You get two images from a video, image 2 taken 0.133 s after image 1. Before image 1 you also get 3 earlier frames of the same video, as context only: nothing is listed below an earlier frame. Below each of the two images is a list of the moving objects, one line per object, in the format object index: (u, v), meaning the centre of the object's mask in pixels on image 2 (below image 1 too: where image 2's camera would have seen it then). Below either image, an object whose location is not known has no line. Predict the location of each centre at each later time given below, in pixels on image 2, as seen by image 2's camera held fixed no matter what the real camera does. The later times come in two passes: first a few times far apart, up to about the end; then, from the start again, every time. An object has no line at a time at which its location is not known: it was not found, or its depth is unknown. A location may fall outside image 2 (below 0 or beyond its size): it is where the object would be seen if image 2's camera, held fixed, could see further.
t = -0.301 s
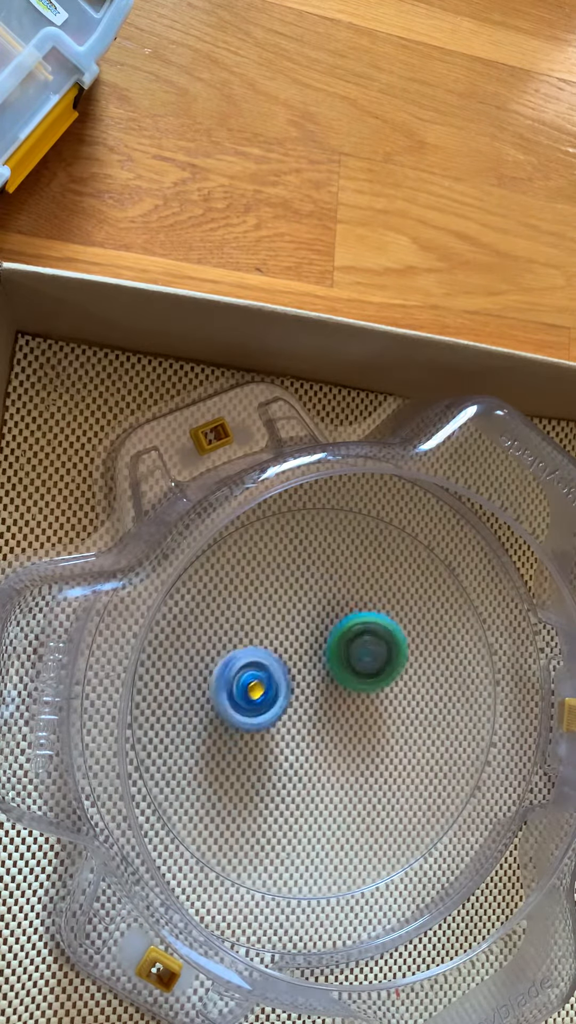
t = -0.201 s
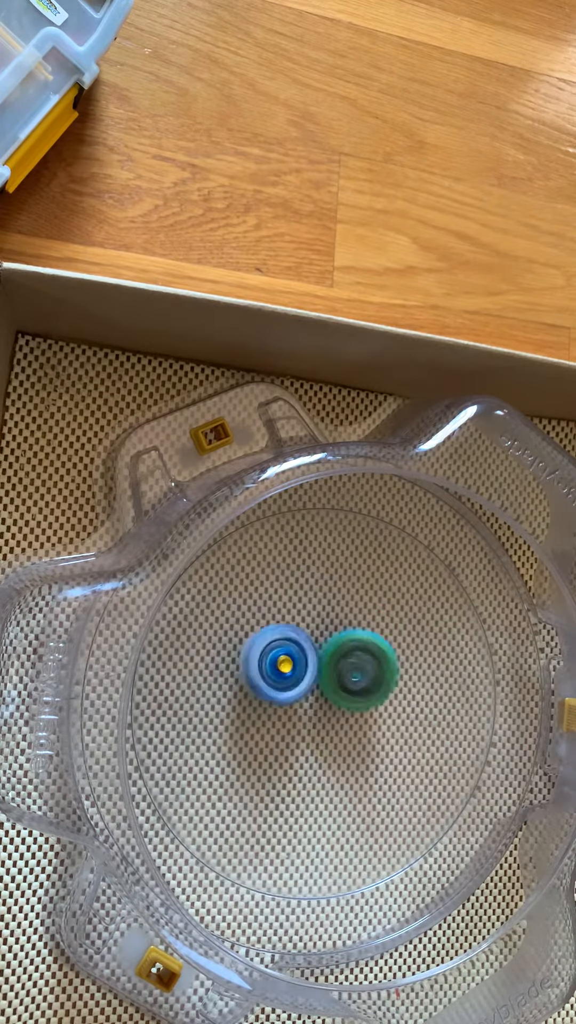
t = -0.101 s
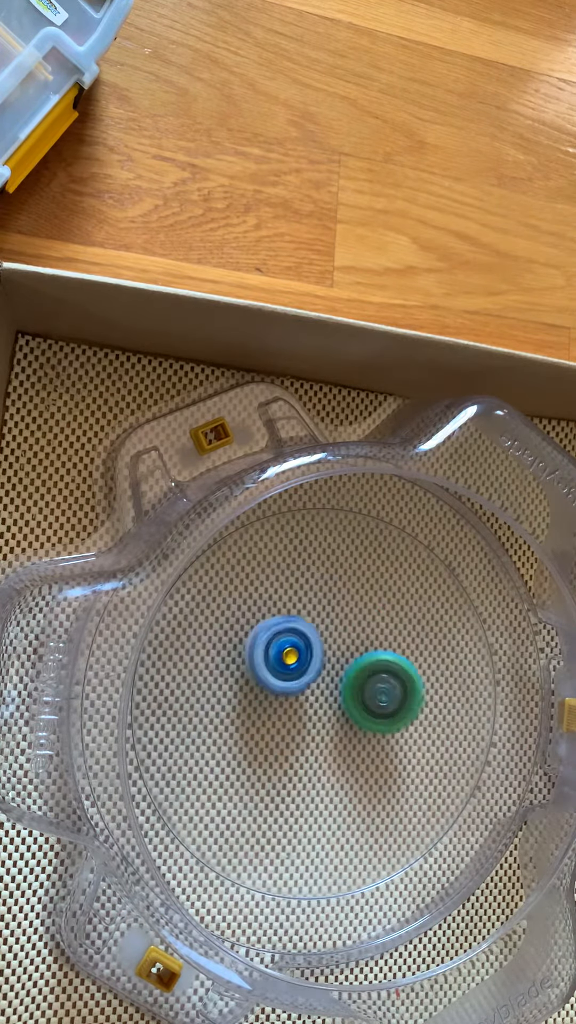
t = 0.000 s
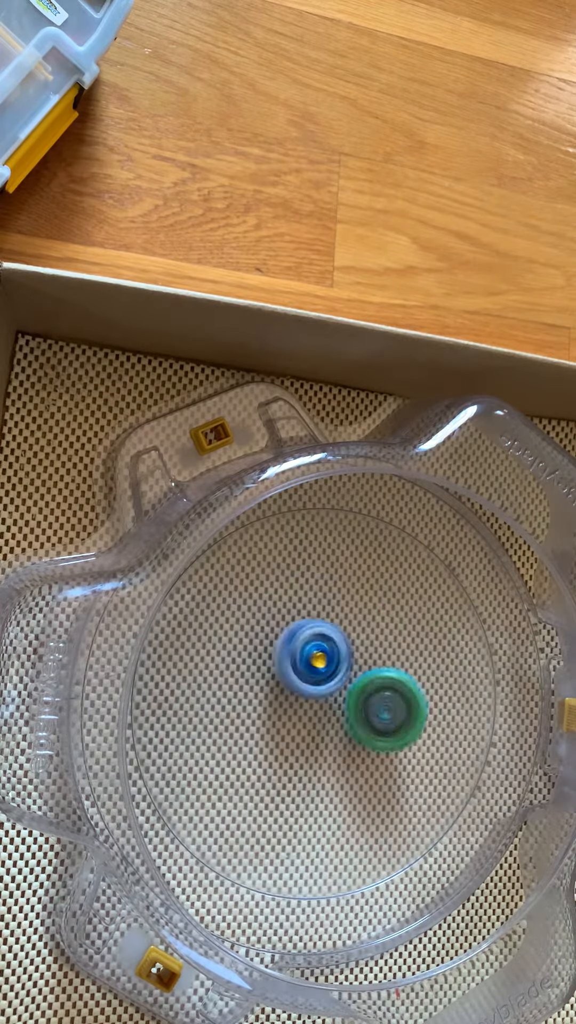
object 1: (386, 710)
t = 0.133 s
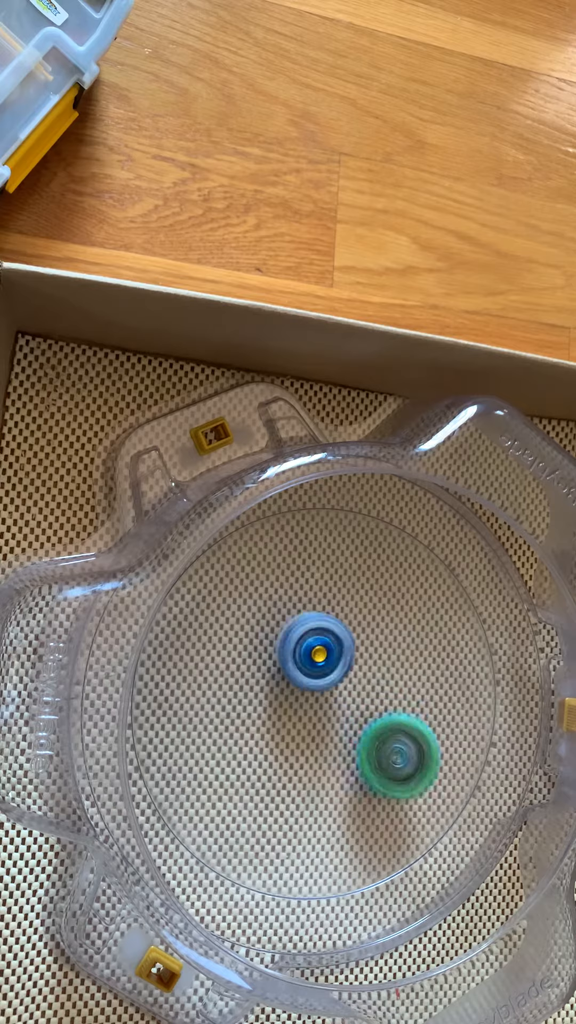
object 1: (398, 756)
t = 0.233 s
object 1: (395, 778)
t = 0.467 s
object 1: (337, 754)
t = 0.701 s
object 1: (245, 801)
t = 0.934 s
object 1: (236, 776)
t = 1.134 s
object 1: (230, 725)
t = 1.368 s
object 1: (264, 673)
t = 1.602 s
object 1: (335, 606)
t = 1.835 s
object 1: (373, 589)
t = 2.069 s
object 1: (364, 639)
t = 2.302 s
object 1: (356, 711)
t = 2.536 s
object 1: (382, 755)
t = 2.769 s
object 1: (390, 769)
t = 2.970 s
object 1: (361, 738)
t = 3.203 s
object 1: (367, 715)
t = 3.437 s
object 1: (320, 688)
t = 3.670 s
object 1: (327, 712)
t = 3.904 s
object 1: (309, 761)
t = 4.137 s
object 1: (317, 733)
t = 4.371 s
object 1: (293, 718)
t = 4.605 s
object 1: (257, 656)
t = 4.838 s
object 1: (283, 657)
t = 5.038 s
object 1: (325, 648)
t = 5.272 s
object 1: (334, 660)
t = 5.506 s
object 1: (337, 666)
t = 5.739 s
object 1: (347, 667)
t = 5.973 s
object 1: (346, 675)
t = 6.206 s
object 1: (356, 688)
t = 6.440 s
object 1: (390, 694)
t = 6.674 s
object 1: (386, 688)
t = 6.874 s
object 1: (371, 683)
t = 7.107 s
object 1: (391, 682)
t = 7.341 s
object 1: (379, 690)
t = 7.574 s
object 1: (376, 717)
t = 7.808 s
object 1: (374, 713)
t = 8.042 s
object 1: (368, 686)
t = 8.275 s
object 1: (378, 676)
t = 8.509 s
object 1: (373, 697)
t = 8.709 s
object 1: (364, 701)
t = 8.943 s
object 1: (366, 697)
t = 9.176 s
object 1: (356, 700)
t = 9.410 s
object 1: (356, 704)
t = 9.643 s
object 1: (369, 718)
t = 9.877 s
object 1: (370, 717)
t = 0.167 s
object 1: (399, 768)
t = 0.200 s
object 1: (398, 775)
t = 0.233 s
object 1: (395, 778)
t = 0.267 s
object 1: (390, 779)
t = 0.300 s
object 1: (384, 776)
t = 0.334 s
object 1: (377, 773)
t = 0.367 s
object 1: (369, 769)
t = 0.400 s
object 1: (360, 764)
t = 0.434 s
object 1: (349, 759)
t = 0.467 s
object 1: (337, 754)
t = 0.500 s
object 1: (324, 750)
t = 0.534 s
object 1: (311, 748)
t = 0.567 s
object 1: (297, 760)
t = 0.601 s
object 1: (282, 774)
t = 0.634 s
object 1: (268, 785)
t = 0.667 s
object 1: (256, 794)
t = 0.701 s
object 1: (245, 801)
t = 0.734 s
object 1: (237, 807)
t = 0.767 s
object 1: (227, 809)
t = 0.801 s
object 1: (225, 807)
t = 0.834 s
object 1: (226, 802)
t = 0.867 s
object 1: (227, 795)
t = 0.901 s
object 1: (231, 787)
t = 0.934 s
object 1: (236, 776)
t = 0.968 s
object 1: (242, 764)
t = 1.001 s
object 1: (250, 752)
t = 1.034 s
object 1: (251, 743)
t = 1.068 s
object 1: (241, 738)
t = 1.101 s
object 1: (233, 731)
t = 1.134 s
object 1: (230, 725)
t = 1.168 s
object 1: (229, 719)
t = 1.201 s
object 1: (231, 712)
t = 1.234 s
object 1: (235, 705)
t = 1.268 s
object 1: (240, 698)
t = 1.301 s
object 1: (247, 690)
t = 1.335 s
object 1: (255, 682)
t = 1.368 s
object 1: (264, 673)
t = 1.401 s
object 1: (273, 664)
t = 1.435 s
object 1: (284, 653)
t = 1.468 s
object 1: (295, 643)
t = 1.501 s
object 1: (305, 633)
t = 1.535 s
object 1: (316, 623)
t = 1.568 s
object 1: (325, 614)
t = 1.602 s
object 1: (335, 606)
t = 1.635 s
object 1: (344, 600)
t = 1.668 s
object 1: (351, 595)
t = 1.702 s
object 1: (358, 590)
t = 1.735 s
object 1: (364, 588)
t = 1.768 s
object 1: (369, 587)
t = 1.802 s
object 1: (372, 588)
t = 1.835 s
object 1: (373, 589)
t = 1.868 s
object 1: (374, 593)
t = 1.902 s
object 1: (375, 598)
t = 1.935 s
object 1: (374, 605)
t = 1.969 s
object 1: (372, 612)
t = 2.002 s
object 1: (370, 620)
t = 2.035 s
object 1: (368, 629)
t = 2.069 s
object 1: (364, 639)
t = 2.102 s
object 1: (361, 650)
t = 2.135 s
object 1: (359, 660)
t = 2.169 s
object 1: (356, 671)
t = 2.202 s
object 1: (354, 681)
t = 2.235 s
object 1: (354, 692)
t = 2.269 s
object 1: (354, 702)
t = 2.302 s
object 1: (356, 711)
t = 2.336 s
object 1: (359, 719)
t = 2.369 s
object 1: (363, 728)
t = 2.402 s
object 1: (367, 736)
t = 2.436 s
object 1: (372, 742)
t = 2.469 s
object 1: (376, 748)
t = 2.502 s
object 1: (379, 752)
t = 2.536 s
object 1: (382, 755)
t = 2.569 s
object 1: (386, 760)
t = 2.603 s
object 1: (392, 766)
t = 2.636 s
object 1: (396, 771)
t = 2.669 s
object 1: (397, 772)
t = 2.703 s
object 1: (396, 772)
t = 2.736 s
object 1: (394, 771)
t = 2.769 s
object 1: (390, 769)
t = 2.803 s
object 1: (386, 765)
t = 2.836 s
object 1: (380, 760)
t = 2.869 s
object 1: (374, 753)
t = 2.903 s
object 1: (367, 747)
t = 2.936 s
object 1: (359, 741)
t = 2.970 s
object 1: (361, 738)
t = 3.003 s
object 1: (370, 735)
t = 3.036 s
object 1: (375, 731)
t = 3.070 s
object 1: (377, 729)
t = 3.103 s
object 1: (377, 727)
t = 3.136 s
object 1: (377, 724)
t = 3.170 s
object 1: (372, 719)
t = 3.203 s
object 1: (367, 715)
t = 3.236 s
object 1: (361, 711)
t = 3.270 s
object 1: (355, 707)
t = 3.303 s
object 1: (346, 700)
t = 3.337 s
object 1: (337, 695)
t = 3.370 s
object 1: (328, 691)
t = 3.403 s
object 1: (321, 687)
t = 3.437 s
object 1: (320, 688)
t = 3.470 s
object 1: (321, 695)
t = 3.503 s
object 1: (324, 701)
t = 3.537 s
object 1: (326, 704)
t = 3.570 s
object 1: (326, 707)
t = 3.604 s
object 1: (326, 711)
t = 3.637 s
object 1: (327, 711)
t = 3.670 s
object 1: (327, 712)
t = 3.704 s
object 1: (325, 713)
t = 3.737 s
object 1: (323, 727)
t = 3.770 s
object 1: (318, 739)
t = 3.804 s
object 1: (315, 750)
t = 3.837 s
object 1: (314, 757)
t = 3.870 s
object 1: (311, 759)
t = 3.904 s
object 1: (309, 761)
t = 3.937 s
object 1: (310, 759)
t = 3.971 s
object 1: (309, 755)
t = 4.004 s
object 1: (309, 754)
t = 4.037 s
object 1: (312, 748)
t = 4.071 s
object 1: (312, 742)
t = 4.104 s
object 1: (314, 739)
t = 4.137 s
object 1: (317, 733)
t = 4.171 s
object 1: (316, 730)
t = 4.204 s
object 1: (309, 730)
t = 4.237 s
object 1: (303, 727)
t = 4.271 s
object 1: (296, 725)
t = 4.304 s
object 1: (295, 724)
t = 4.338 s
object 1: (293, 719)
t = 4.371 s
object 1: (293, 718)
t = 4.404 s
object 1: (295, 715)
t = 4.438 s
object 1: (296, 710)
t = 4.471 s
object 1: (298, 709)
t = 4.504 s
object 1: (285, 692)
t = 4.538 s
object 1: (271, 678)
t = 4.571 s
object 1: (262, 667)
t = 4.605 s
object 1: (257, 656)
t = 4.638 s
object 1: (254, 651)
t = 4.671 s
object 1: (255, 647)
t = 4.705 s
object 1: (257, 648)
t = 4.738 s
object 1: (261, 651)
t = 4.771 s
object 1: (268, 651)
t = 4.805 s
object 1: (274, 654)
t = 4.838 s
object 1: (283, 657)
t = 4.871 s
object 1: (290, 661)
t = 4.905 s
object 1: (302, 665)
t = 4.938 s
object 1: (308, 659)
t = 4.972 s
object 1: (314, 655)
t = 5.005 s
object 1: (321, 653)
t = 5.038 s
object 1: (325, 648)
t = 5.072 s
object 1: (329, 642)
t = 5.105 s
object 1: (331, 640)
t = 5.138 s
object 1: (332, 640)
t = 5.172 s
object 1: (332, 642)
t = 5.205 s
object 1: (333, 647)
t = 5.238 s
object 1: (335, 653)
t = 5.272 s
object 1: (334, 660)
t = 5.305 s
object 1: (335, 667)
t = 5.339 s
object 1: (336, 667)
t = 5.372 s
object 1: (336, 667)
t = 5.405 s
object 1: (336, 667)
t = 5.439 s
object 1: (337, 667)
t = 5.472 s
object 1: (337, 667)
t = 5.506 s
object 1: (337, 666)
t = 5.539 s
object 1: (338, 664)
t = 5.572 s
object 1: (341, 664)
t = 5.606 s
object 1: (345, 660)
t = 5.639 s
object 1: (347, 661)
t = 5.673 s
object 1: (347, 662)
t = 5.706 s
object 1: (347, 665)
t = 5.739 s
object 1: (347, 667)
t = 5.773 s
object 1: (347, 668)
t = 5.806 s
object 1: (348, 668)
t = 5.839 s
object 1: (349, 668)
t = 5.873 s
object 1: (349, 669)
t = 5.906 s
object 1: (349, 670)
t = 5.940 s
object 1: (347, 673)
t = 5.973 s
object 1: (346, 675)
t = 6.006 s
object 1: (345, 677)
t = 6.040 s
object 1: (346, 678)
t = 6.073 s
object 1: (348, 679)
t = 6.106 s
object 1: (349, 680)
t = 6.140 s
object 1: (350, 683)
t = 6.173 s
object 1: (355, 685)
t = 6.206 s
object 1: (356, 688)
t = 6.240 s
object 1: (357, 691)
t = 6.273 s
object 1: (356, 692)
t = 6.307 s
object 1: (355, 694)
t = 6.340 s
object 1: (355, 696)
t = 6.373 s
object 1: (370, 695)
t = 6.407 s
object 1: (383, 694)
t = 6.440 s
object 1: (390, 694)
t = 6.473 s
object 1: (397, 693)
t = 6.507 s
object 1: (398, 694)
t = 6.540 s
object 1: (397, 693)
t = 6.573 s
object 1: (396, 692)
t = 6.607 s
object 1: (393, 690)
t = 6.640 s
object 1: (391, 689)
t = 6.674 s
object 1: (386, 688)
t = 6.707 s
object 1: (384, 687)
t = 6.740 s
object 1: (381, 687)
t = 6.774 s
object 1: (378, 684)
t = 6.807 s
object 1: (376, 685)
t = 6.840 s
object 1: (373, 683)
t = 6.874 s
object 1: (371, 683)
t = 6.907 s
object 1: (368, 684)
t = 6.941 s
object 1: (369, 683)
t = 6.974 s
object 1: (370, 683)
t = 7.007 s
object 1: (375, 682)
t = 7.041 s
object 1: (381, 682)
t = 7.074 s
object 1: (387, 681)
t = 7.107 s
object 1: (391, 682)
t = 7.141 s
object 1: (393, 682)
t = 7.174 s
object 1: (394, 682)
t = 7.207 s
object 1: (394, 683)
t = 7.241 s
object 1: (390, 685)
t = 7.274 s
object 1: (388, 687)
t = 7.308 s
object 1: (382, 688)
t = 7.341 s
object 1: (379, 690)
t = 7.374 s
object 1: (374, 692)
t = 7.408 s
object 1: (368, 694)
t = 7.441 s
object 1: (364, 698)
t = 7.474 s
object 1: (357, 702)
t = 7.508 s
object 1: (358, 706)
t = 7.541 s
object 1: (368, 715)
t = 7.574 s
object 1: (376, 717)
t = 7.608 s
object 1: (383, 722)
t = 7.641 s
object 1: (386, 726)
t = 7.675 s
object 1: (384, 727)
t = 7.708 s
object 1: (381, 727)
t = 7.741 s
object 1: (377, 722)
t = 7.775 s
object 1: (376, 717)
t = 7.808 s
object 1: (374, 713)
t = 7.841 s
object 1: (373, 710)
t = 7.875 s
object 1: (369, 707)
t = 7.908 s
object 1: (365, 703)
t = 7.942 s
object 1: (361, 699)
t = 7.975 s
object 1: (363, 695)
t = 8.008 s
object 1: (364, 691)
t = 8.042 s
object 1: (368, 686)
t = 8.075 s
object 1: (372, 682)
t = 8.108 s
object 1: (375, 680)
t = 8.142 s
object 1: (379, 676)
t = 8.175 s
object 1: (379, 675)
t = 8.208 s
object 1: (380, 675)
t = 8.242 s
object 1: (379, 675)
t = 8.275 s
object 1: (378, 676)
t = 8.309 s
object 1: (377, 677)
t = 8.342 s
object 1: (373, 677)
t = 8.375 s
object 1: (371, 678)
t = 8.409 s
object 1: (368, 682)
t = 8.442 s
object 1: (368, 685)
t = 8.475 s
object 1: (373, 691)
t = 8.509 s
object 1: (373, 697)
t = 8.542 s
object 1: (371, 699)
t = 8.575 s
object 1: (368, 700)
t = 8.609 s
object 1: (364, 697)
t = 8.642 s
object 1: (363, 695)
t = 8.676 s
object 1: (364, 697)
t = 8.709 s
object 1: (364, 701)
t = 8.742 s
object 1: (363, 706)
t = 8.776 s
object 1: (361, 710)
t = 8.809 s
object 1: (360, 708)
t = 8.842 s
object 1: (361, 706)
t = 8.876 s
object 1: (361, 704)
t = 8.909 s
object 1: (361, 700)
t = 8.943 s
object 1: (366, 697)
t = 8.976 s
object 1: (369, 699)
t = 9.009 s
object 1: (369, 699)
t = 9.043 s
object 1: (367, 700)
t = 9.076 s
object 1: (364, 702)
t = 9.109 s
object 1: (360, 703)
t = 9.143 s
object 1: (355, 701)
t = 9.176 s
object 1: (356, 700)
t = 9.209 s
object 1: (357, 701)
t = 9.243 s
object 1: (356, 700)
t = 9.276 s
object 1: (355, 698)
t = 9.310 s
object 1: (355, 699)
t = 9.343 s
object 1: (355, 702)
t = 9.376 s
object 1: (356, 704)
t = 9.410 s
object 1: (356, 704)
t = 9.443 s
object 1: (354, 704)
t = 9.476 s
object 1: (361, 705)
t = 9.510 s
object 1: (365, 708)
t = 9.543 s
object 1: (370, 709)
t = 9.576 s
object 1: (373, 712)
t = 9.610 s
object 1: (372, 716)
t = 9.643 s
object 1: (369, 718)
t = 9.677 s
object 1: (368, 718)
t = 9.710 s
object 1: (367, 718)
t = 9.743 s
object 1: (365, 717)
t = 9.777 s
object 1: (365, 717)
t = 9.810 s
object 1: (363, 717)
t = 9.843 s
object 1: (365, 716)
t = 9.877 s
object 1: (370, 717)
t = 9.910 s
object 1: (373, 720)
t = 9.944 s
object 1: (374, 720)
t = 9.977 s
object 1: (374, 720)
